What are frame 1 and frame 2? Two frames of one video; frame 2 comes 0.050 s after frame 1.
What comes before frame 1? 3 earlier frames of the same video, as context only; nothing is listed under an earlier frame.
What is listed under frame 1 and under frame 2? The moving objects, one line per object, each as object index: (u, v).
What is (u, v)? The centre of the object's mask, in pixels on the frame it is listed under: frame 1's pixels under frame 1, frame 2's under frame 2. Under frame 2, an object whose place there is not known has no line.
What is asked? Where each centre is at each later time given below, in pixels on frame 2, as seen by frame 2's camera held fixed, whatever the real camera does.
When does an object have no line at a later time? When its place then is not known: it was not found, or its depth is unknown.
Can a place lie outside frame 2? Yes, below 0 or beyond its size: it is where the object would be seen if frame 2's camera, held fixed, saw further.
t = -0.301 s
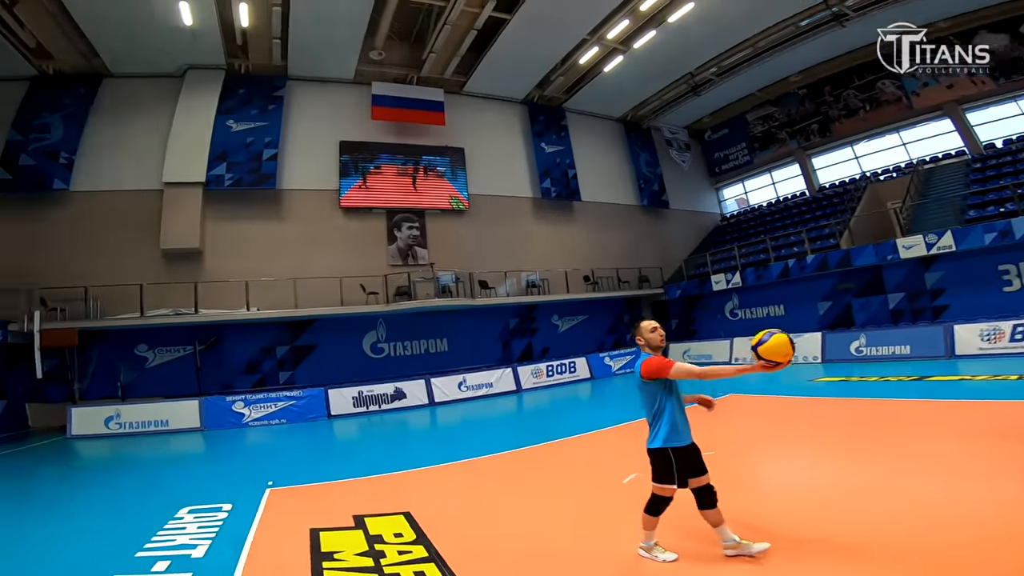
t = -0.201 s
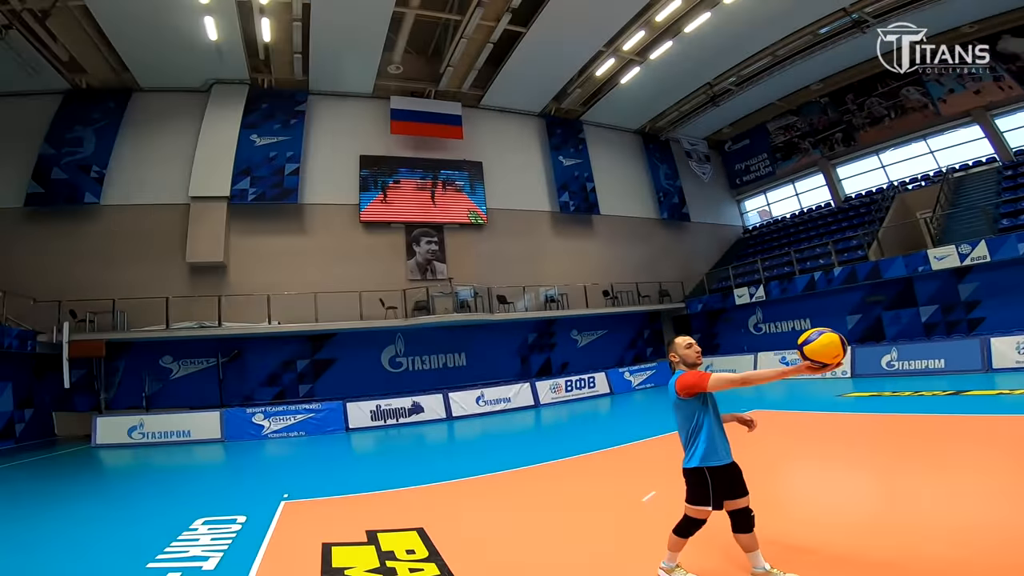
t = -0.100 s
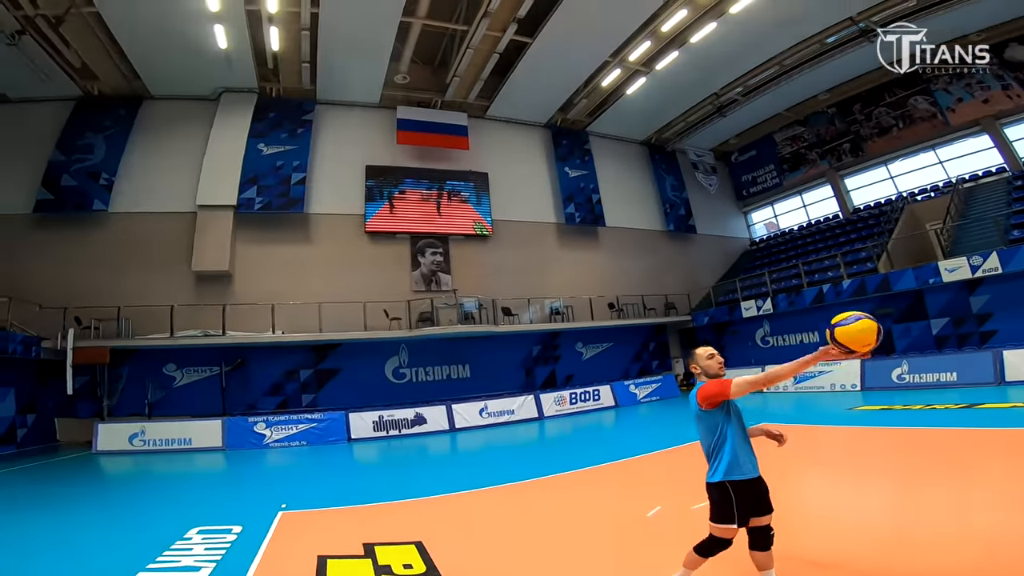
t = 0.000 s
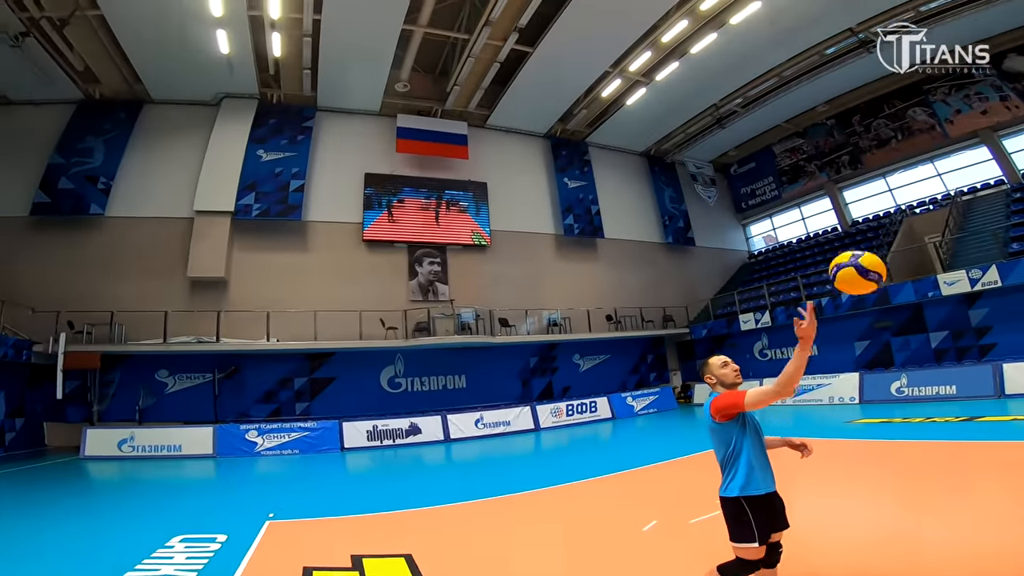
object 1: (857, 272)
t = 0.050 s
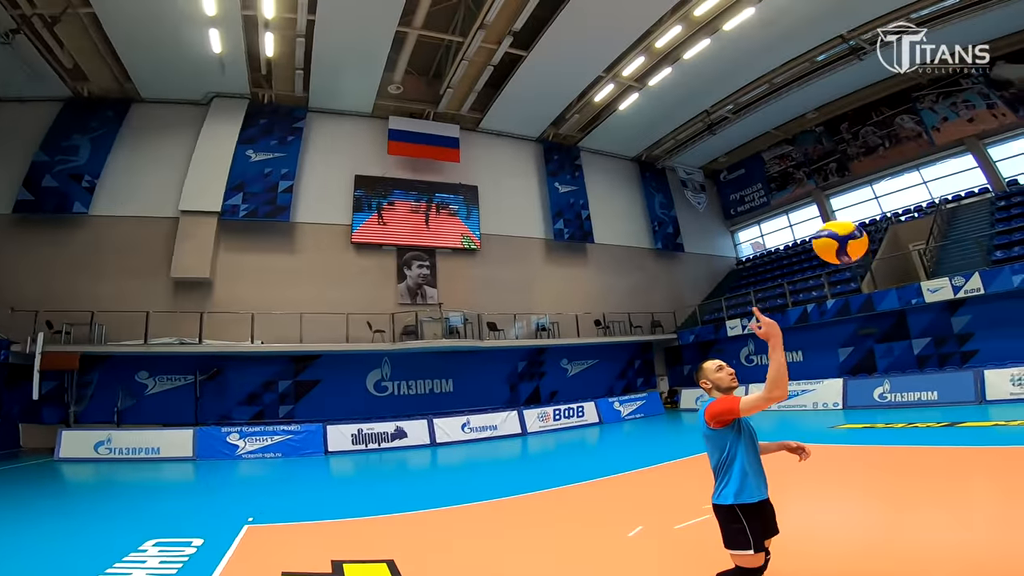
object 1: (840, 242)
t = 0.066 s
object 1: (839, 231)
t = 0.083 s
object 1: (837, 219)
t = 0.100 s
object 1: (835, 208)
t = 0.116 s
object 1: (833, 197)
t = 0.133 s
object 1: (831, 186)
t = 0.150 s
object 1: (830, 176)
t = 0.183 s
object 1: (829, 161)
